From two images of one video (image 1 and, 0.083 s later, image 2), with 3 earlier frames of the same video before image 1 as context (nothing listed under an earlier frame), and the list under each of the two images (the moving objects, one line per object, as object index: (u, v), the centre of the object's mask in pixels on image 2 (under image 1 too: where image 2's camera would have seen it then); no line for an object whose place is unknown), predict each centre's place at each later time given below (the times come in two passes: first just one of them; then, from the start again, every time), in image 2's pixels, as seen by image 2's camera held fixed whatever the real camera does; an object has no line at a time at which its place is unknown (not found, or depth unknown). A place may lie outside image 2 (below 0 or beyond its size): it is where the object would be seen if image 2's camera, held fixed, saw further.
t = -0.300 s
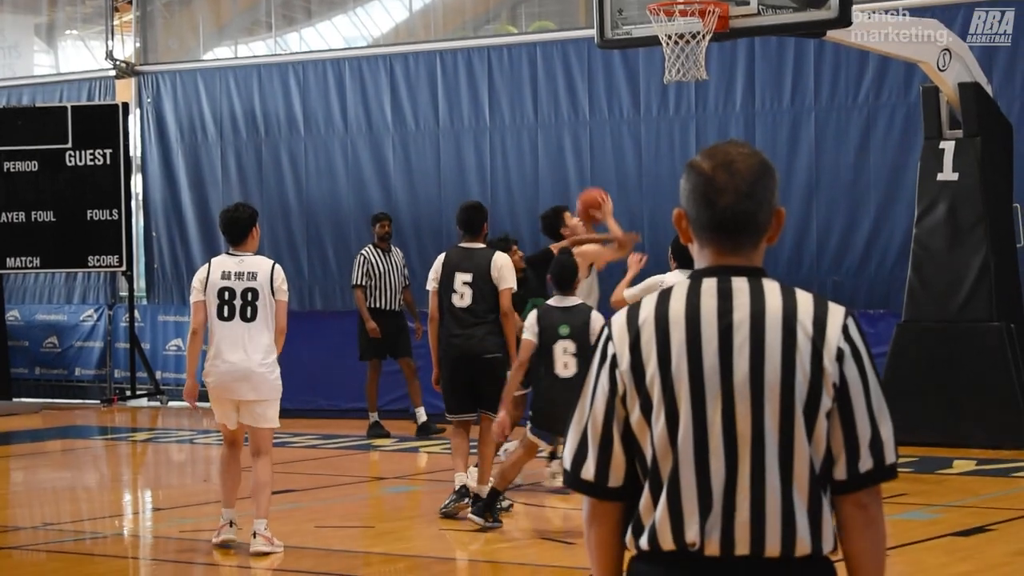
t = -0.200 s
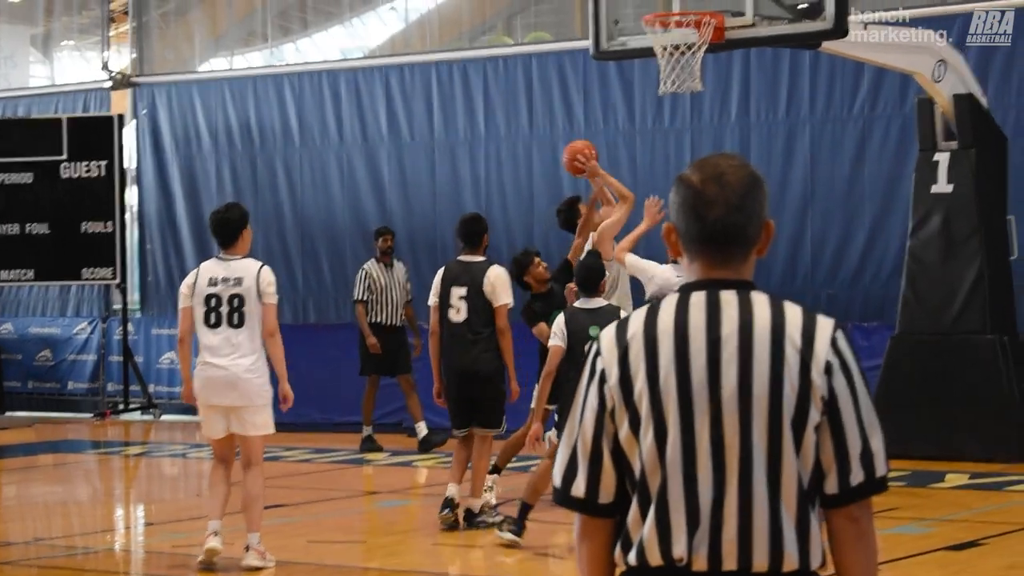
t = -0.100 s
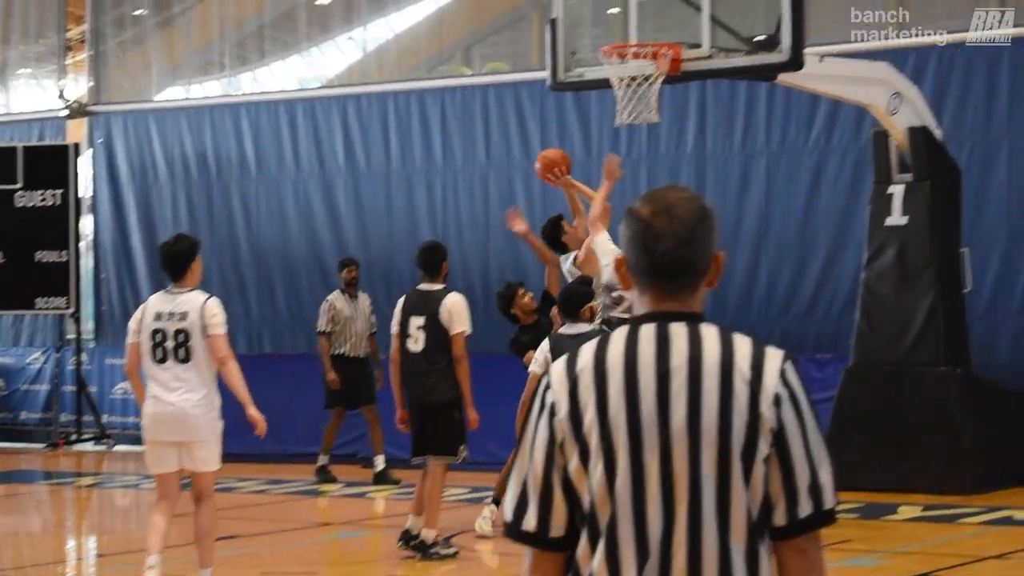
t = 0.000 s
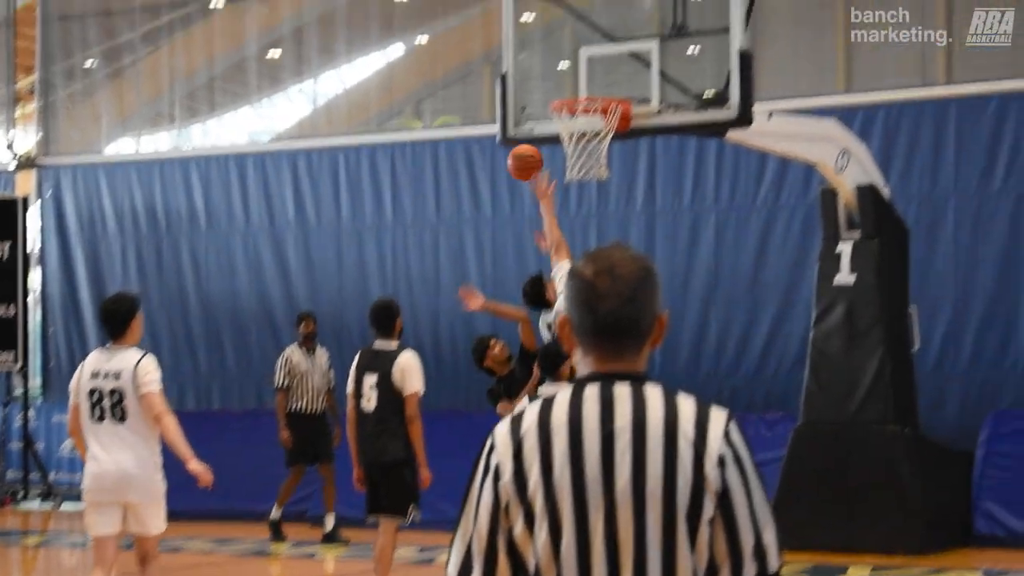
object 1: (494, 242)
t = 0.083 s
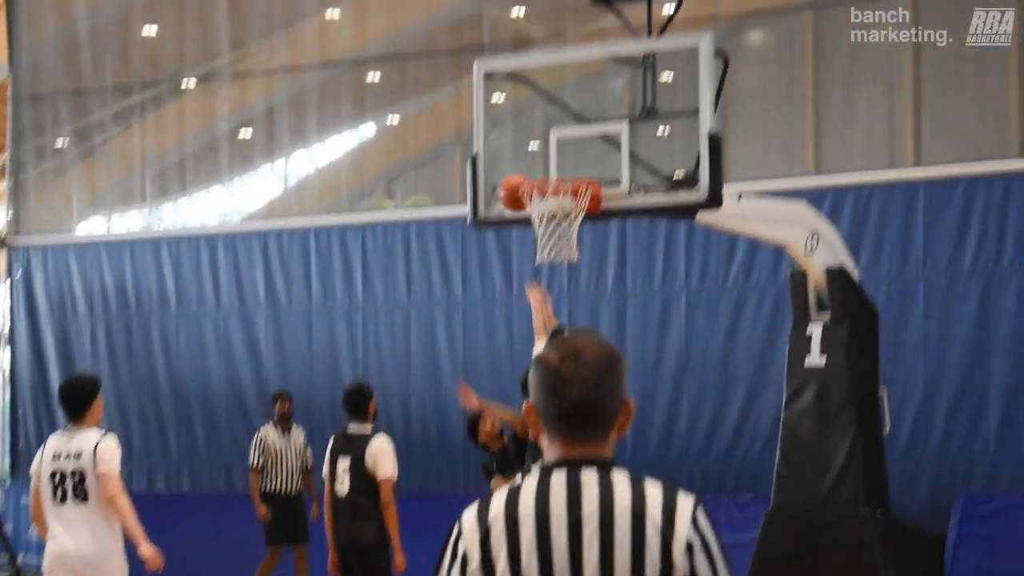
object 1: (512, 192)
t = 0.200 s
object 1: (545, 144)
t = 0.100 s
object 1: (518, 182)
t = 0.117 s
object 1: (524, 173)
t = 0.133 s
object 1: (530, 167)
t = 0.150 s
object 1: (535, 161)
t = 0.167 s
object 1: (539, 154)
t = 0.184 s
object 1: (543, 148)
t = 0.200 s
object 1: (545, 144)
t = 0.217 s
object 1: (546, 142)
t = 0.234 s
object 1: (547, 139)
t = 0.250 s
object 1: (549, 138)
